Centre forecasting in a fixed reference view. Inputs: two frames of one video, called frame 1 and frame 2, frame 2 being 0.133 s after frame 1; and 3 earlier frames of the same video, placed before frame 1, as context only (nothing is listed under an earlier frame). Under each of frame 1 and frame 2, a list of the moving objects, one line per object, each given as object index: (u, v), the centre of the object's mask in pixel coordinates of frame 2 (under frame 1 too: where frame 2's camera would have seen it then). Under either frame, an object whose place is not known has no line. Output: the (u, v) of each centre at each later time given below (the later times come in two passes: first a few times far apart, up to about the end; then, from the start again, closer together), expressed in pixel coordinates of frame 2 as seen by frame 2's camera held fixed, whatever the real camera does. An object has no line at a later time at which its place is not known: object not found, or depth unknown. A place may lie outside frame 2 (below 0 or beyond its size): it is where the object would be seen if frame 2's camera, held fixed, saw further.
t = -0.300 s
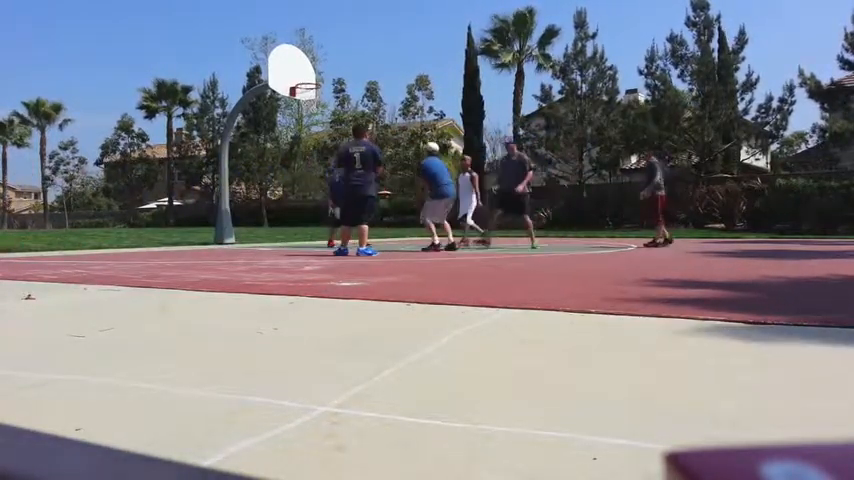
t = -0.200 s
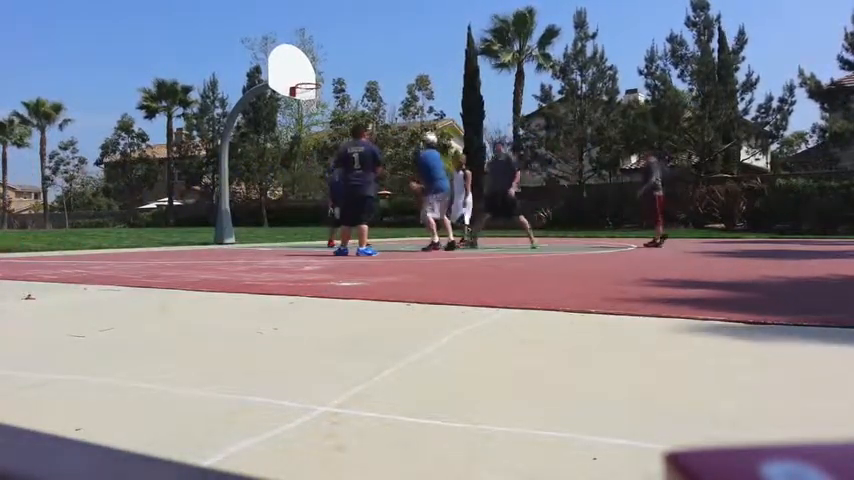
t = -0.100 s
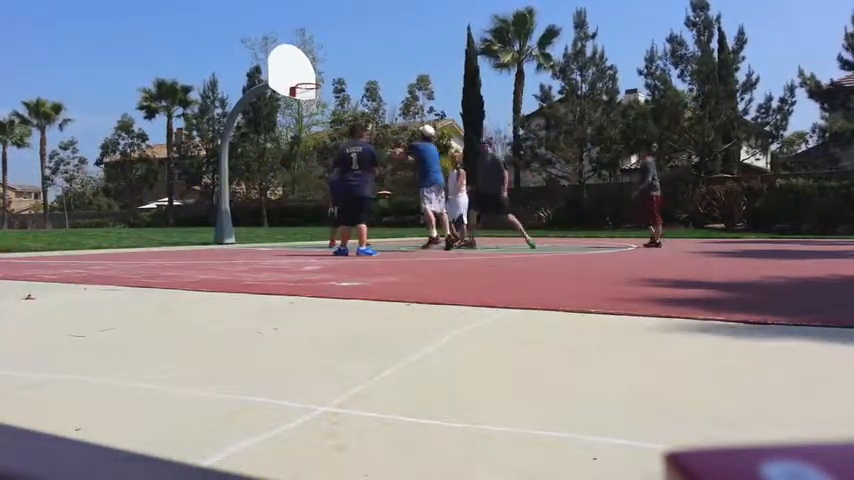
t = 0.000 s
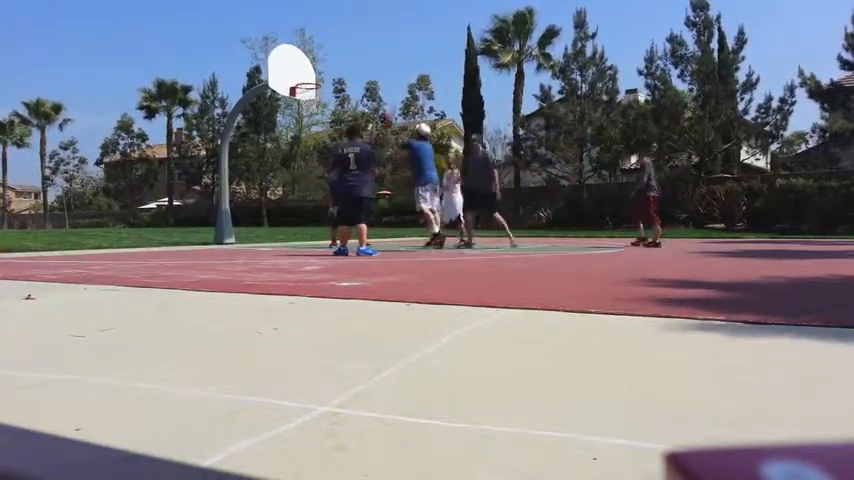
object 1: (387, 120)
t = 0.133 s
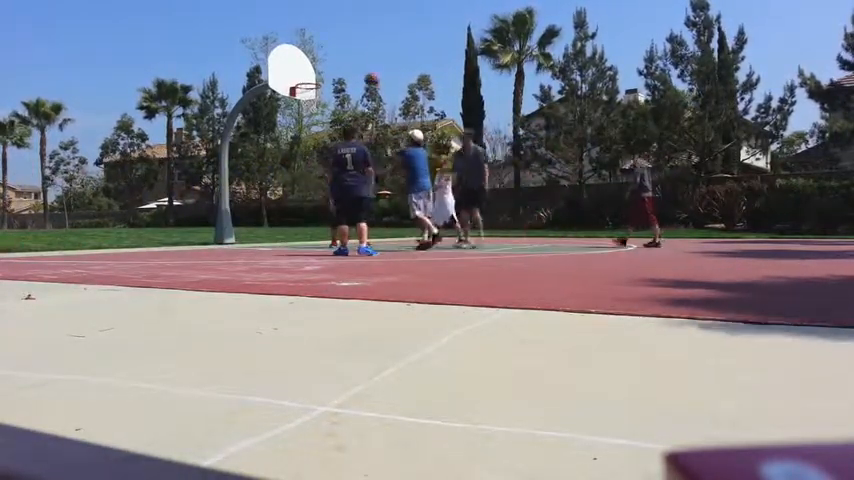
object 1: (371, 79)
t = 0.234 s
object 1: (358, 53)
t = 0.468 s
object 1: (337, 32)
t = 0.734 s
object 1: (315, 45)
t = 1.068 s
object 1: (319, 77)
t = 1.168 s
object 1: (335, 78)
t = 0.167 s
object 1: (368, 72)
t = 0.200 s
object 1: (361, 58)
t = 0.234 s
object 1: (358, 53)
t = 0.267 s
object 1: (355, 48)
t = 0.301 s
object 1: (351, 43)
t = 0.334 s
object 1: (349, 39)
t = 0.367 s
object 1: (345, 36)
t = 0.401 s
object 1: (342, 34)
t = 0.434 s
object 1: (340, 32)
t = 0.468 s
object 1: (337, 32)
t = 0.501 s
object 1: (334, 31)
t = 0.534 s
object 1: (331, 31)
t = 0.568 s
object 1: (328, 32)
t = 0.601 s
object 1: (325, 34)
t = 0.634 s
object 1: (323, 36)
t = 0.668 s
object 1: (320, 38)
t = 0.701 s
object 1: (317, 41)
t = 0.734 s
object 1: (315, 45)
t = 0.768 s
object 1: (312, 49)
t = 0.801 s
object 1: (311, 52)
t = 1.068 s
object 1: (319, 77)
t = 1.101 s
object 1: (324, 77)
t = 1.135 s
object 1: (329, 78)
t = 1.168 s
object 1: (335, 78)
